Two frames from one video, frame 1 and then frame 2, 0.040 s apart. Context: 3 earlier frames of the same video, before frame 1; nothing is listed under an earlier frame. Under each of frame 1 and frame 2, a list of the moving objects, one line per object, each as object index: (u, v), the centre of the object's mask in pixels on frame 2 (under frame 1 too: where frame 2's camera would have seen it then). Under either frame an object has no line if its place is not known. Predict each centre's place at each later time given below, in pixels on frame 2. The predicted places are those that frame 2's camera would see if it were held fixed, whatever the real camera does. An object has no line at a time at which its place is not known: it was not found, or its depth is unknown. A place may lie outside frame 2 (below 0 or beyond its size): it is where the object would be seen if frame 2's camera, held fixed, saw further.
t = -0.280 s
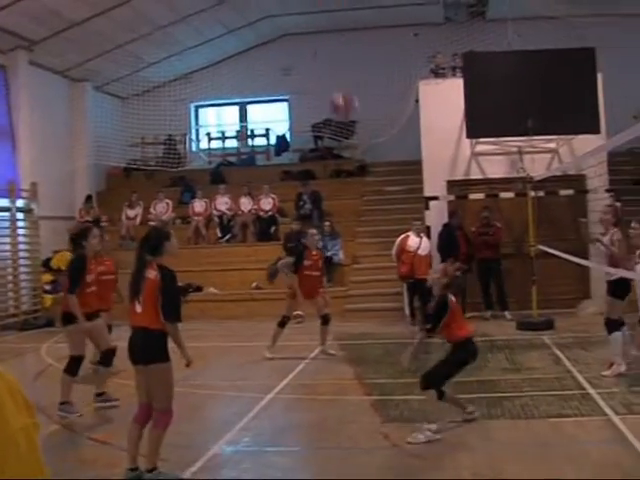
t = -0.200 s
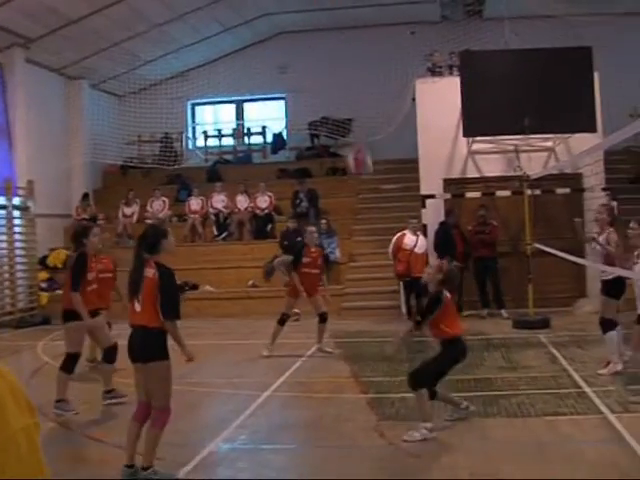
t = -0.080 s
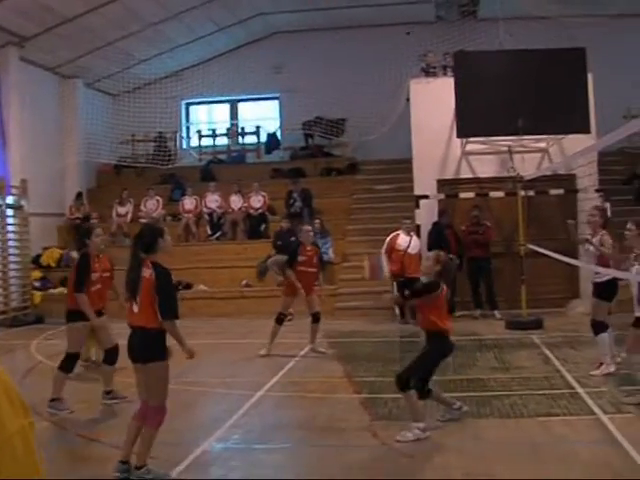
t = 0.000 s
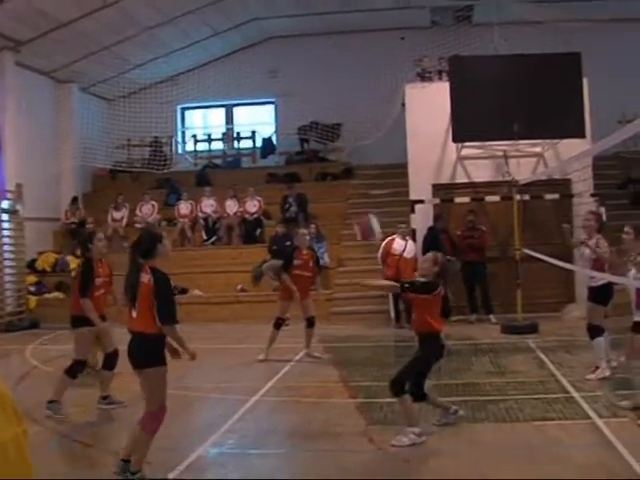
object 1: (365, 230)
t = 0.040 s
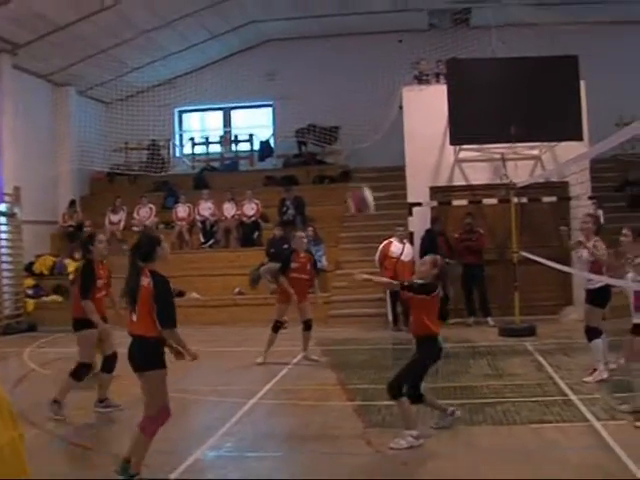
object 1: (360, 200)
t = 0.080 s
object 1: (357, 171)
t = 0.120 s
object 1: (353, 143)
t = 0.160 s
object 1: (350, 118)
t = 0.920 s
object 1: (281, 48)
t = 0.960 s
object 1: (278, 67)
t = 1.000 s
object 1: (276, 87)
